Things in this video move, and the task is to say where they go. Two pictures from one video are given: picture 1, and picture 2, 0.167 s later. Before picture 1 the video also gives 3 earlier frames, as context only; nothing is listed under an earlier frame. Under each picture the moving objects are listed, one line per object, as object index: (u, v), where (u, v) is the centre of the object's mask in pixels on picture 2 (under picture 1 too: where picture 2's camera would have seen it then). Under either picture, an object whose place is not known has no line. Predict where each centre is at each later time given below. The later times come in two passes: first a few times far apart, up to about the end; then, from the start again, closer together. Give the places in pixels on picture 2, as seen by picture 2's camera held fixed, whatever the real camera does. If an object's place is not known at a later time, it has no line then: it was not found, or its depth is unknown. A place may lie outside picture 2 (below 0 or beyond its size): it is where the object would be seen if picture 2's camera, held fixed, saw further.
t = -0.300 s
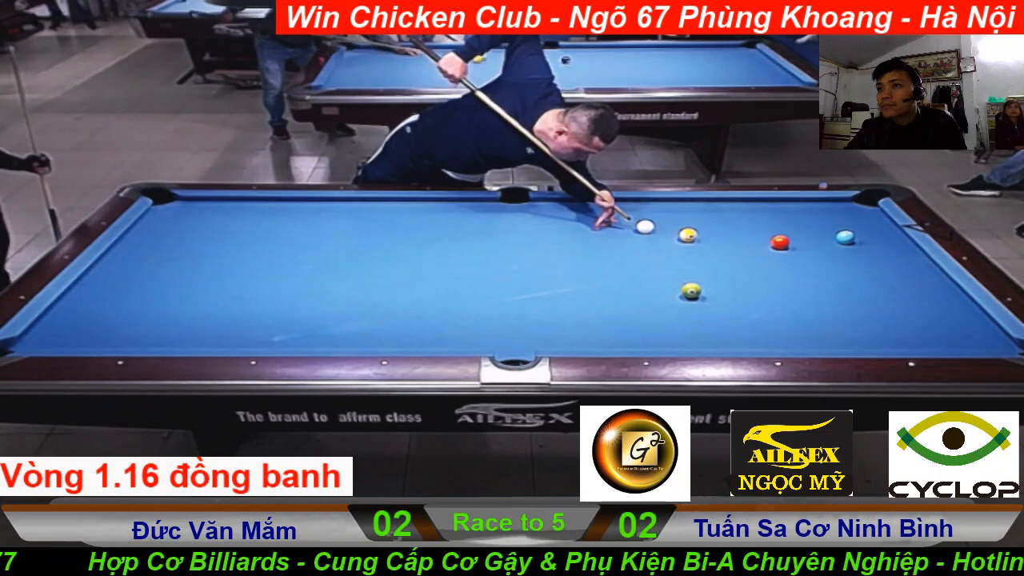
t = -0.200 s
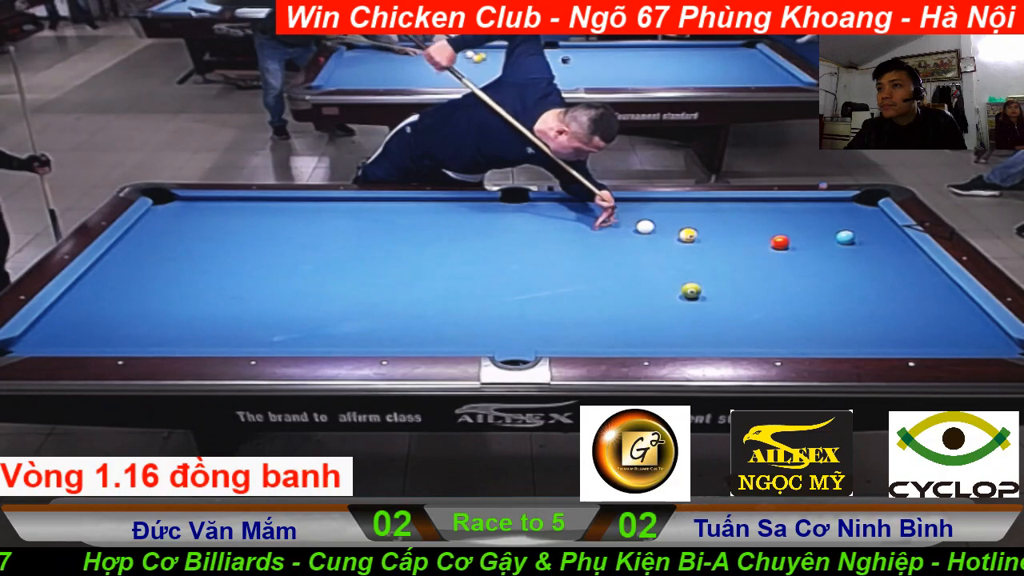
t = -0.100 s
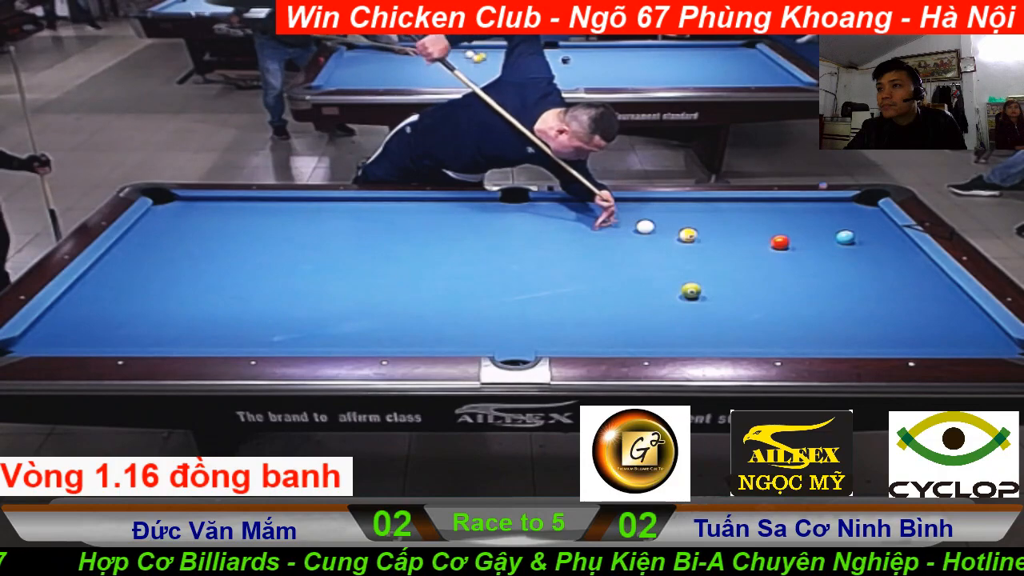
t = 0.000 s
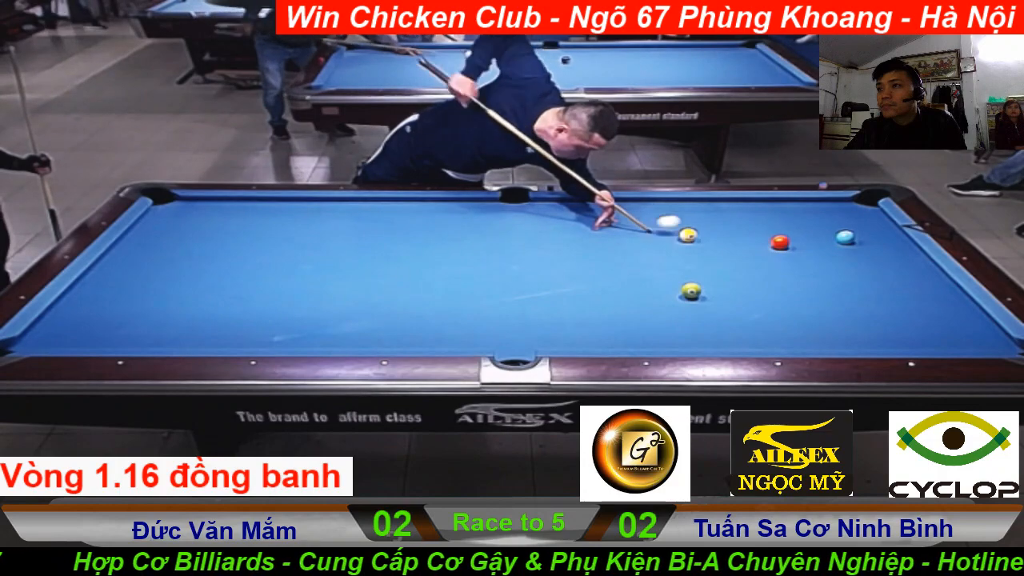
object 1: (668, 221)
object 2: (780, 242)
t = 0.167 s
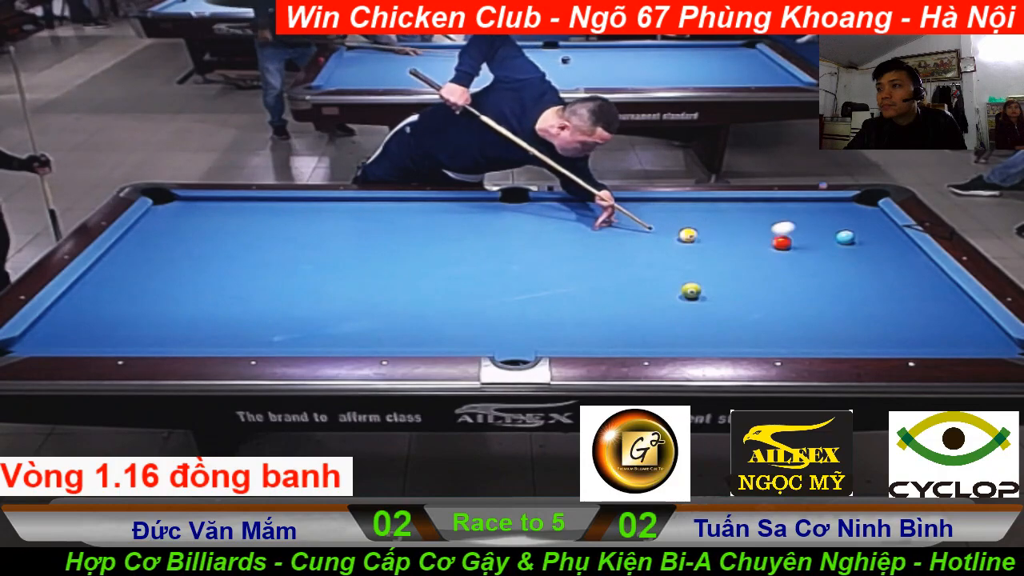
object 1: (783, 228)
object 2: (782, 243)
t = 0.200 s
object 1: (801, 224)
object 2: (787, 243)
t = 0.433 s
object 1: (923, 255)
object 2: (824, 246)
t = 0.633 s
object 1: (902, 267)
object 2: (856, 250)
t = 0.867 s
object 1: (895, 277)
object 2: (892, 254)
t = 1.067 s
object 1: (901, 286)
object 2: (920, 257)
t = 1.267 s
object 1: (907, 294)
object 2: (907, 259)
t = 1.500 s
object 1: (914, 303)
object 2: (892, 260)
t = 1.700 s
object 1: (920, 311)
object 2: (880, 262)
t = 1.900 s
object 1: (926, 318)
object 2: (870, 264)
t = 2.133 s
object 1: (933, 327)
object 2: (859, 265)
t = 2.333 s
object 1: (938, 333)
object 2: (851, 266)
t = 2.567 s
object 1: (945, 340)
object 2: (841, 267)
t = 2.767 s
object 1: (950, 344)
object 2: (834, 268)
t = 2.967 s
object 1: (947, 343)
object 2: (828, 269)
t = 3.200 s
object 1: (945, 341)
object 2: (822, 270)
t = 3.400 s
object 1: (943, 340)
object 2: (819, 270)
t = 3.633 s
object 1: (941, 339)
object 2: (816, 271)
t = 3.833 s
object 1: (940, 338)
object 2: (815, 271)
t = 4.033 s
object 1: (939, 338)
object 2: (814, 271)
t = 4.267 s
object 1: (939, 338)
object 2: (814, 271)
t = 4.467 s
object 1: (939, 338)
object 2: (815, 271)
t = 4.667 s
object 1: (939, 338)
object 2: (815, 271)
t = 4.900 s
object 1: (939, 338)
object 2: (814, 271)
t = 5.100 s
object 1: (939, 338)
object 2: (814, 271)
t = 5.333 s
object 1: (939, 338)
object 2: (814, 271)
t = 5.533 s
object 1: (939, 338)
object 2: (814, 271)
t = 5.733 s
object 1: (939, 338)
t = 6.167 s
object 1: (939, 338)
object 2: (814, 271)
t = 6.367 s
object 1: (938, 337)
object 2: (814, 271)
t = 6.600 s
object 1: (939, 338)
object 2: (814, 271)
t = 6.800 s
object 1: (939, 338)
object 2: (814, 271)
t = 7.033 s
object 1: (939, 338)
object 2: (814, 271)
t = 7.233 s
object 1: (939, 338)
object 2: (814, 271)
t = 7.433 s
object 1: (939, 338)
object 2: (814, 271)
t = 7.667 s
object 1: (939, 338)
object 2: (814, 271)
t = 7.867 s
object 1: (939, 338)
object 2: (814, 271)
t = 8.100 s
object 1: (939, 338)
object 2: (814, 271)
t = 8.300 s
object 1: (939, 338)
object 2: (814, 271)
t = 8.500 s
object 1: (939, 338)
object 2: (814, 271)
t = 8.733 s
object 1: (939, 338)
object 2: (814, 271)
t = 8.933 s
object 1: (939, 338)
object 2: (815, 271)
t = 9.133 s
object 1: (939, 338)
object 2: (814, 271)
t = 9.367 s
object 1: (939, 338)
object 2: (814, 271)
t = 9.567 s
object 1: (939, 338)
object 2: (814, 271)
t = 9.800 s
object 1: (939, 338)
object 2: (814, 271)
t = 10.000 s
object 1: (939, 338)
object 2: (814, 271)
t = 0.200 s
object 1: (801, 224)
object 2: (787, 243)
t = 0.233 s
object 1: (820, 223)
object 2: (792, 243)
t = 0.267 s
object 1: (838, 224)
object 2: (797, 244)
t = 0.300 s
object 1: (856, 228)
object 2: (803, 244)
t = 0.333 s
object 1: (873, 234)
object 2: (808, 245)
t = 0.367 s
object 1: (889, 243)
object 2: (814, 245)
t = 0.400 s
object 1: (906, 254)
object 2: (819, 246)
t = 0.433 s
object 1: (923, 255)
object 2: (824, 246)
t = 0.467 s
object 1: (924, 251)
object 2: (829, 247)
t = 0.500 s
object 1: (921, 249)
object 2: (835, 248)
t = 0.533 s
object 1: (917, 250)
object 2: (841, 248)
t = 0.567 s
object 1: (913, 253)
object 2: (846, 249)
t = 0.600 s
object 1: (907, 258)
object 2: (851, 250)
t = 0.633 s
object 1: (902, 267)
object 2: (856, 250)
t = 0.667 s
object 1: (900, 266)
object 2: (861, 251)
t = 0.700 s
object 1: (899, 266)
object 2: (866, 251)
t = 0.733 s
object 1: (897, 269)
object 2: (871, 252)
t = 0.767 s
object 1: (895, 273)
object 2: (876, 252)
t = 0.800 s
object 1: (894, 274)
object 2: (882, 253)
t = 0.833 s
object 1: (894, 276)
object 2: (887, 253)
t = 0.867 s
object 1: (895, 277)
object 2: (892, 254)
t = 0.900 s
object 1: (895, 279)
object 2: (897, 254)
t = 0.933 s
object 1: (896, 280)
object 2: (902, 255)
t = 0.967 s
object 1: (897, 282)
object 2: (907, 255)
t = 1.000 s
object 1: (898, 283)
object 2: (912, 256)
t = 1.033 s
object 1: (900, 284)
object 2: (917, 257)
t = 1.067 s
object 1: (901, 286)
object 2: (920, 257)
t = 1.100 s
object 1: (902, 287)
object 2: (918, 257)
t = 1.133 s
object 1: (903, 289)
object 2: (915, 258)
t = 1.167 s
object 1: (904, 290)
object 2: (913, 258)
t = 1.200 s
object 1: (905, 291)
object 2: (911, 258)
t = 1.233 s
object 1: (906, 293)
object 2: (909, 258)
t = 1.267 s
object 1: (907, 294)
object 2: (907, 259)
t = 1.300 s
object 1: (908, 295)
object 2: (904, 259)
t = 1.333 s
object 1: (909, 297)
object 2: (903, 259)
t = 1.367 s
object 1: (910, 298)
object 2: (900, 260)
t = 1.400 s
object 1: (911, 299)
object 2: (899, 260)
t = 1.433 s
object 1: (912, 300)
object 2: (896, 260)
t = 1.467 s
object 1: (913, 302)
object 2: (894, 260)
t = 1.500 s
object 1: (914, 303)
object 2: (892, 260)
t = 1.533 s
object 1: (915, 304)
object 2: (890, 261)
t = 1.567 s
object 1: (916, 306)
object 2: (888, 261)
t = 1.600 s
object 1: (917, 307)
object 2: (886, 261)
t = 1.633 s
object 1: (918, 308)
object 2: (884, 261)
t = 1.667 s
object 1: (919, 310)
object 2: (882, 261)
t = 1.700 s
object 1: (920, 311)
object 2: (880, 262)
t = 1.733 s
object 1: (922, 312)
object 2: (879, 262)
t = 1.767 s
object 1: (922, 313)
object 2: (877, 262)
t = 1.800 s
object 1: (924, 315)
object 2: (876, 263)
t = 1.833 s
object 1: (925, 316)
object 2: (874, 263)
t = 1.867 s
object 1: (925, 317)
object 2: (872, 263)
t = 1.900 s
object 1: (926, 318)
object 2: (870, 264)
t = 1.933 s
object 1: (927, 319)
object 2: (869, 264)
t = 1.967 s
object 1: (928, 321)
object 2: (867, 264)
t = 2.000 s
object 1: (929, 322)
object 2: (865, 264)
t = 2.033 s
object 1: (930, 323)
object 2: (864, 264)
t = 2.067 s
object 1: (931, 324)
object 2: (862, 264)
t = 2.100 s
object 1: (932, 325)
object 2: (861, 265)
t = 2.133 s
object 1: (933, 327)
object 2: (859, 265)
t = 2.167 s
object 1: (934, 328)
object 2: (858, 265)
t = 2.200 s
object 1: (935, 329)
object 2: (856, 265)
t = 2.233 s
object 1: (936, 330)
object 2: (855, 266)
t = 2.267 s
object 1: (937, 331)
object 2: (853, 266)
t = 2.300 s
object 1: (937, 332)
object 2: (852, 266)
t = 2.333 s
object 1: (938, 333)
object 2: (851, 266)
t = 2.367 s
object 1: (939, 334)
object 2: (849, 266)
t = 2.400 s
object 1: (940, 335)
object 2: (848, 267)
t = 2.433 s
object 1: (942, 338)
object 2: (845, 267)
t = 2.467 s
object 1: (942, 338)
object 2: (845, 267)
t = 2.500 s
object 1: (943, 338)
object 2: (844, 267)
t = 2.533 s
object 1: (944, 340)
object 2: (843, 267)
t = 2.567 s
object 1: (945, 340)
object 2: (841, 267)
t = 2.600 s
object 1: (945, 341)
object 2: (840, 268)
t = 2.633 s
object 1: (946, 341)
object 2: (839, 268)
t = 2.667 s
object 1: (947, 342)
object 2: (838, 268)
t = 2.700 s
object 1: (948, 343)
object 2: (837, 268)
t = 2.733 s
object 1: (949, 344)
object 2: (836, 268)
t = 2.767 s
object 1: (950, 344)
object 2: (834, 268)
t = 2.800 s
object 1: (950, 345)
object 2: (833, 268)
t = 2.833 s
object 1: (950, 344)
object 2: (832, 269)
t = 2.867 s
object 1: (949, 344)
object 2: (831, 268)
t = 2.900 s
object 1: (949, 344)
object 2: (830, 269)
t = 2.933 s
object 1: (947, 343)
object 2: (828, 269)
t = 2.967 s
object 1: (947, 343)
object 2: (828, 269)
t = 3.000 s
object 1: (947, 343)
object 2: (827, 269)
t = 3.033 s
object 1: (947, 342)
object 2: (826, 269)
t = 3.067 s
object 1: (946, 342)
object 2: (826, 269)
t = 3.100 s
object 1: (946, 342)
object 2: (825, 269)
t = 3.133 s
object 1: (946, 341)
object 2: (824, 270)
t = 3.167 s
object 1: (945, 341)
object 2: (823, 270)
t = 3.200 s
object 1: (945, 341)
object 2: (822, 270)
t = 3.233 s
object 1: (945, 341)
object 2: (822, 270)
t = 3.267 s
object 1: (944, 341)
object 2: (821, 270)
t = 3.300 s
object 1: (944, 341)
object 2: (821, 270)
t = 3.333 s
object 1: (944, 340)
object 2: (820, 270)
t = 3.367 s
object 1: (943, 340)
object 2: (820, 270)
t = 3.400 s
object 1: (943, 340)
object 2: (819, 270)
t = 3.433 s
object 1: (943, 340)
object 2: (818, 270)
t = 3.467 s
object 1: (943, 340)
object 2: (818, 270)
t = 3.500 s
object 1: (942, 340)
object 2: (817, 270)
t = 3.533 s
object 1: (942, 340)
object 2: (817, 271)
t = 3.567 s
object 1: (942, 339)
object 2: (817, 271)
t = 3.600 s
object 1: (941, 339)
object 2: (817, 271)
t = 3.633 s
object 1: (941, 339)
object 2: (816, 271)
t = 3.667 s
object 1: (941, 339)
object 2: (816, 271)
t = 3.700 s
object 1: (941, 339)
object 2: (816, 271)
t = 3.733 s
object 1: (941, 339)
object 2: (815, 271)
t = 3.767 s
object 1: (940, 339)
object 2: (815, 271)
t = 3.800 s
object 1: (940, 339)
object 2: (815, 271)
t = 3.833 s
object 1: (940, 338)
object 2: (815, 271)
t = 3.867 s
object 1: (940, 338)
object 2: (815, 271)
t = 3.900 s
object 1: (940, 338)
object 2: (815, 271)
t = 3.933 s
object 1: (940, 338)
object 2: (815, 271)
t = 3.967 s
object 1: (940, 338)
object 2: (815, 271)
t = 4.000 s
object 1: (939, 338)
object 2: (815, 271)
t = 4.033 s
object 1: (939, 338)
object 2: (814, 271)
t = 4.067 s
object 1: (939, 338)
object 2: (814, 271)
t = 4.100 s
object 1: (939, 338)
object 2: (814, 271)
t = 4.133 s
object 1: (939, 338)
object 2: (815, 271)
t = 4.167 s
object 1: (939, 338)
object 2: (815, 271)
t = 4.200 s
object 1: (939, 338)
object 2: (815, 271)
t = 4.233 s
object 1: (939, 338)
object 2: (815, 271)
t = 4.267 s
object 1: (939, 338)
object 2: (814, 271)
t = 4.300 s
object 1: (939, 338)
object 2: (815, 271)
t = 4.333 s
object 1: (939, 338)
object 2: (815, 271)
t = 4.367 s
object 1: (939, 338)
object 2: (815, 271)
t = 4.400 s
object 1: (939, 338)
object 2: (815, 271)
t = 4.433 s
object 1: (939, 338)
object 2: (815, 271)
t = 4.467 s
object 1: (939, 338)
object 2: (815, 271)
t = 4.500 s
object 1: (939, 338)
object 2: (815, 271)
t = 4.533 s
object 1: (939, 338)
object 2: (815, 271)
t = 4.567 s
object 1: (939, 338)
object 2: (815, 271)
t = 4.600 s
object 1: (939, 338)
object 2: (815, 271)
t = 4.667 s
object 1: (939, 338)
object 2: (815, 271)
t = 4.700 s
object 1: (939, 338)
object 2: (815, 271)
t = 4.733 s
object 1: (939, 338)
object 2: (814, 271)
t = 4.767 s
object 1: (939, 338)
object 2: (814, 271)
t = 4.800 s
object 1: (939, 338)
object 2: (814, 271)
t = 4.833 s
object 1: (939, 338)
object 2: (814, 271)
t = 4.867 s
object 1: (939, 338)
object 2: (814, 271)
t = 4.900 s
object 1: (939, 338)
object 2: (814, 271)
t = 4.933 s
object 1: (939, 338)
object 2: (814, 271)
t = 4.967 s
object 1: (939, 338)
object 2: (814, 271)
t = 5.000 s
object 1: (939, 338)
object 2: (814, 271)
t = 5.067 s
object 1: (939, 338)
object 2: (814, 271)
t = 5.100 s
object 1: (939, 338)
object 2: (814, 271)
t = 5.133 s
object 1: (939, 338)
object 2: (814, 271)
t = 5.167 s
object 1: (939, 338)
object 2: (814, 271)
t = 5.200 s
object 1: (939, 338)
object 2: (814, 271)
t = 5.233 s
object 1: (939, 338)
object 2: (814, 271)
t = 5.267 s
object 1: (939, 338)
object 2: (814, 271)
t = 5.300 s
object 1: (939, 338)
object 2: (814, 271)
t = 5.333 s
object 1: (939, 338)
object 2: (814, 271)
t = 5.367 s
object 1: (939, 338)
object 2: (814, 271)
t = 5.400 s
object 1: (939, 338)
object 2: (814, 271)
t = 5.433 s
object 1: (939, 338)
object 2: (814, 271)
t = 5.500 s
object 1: (939, 338)
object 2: (814, 271)
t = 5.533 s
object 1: (939, 338)
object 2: (814, 271)
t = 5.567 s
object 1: (939, 338)
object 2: (814, 271)
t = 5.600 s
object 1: (941, 339)
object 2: (814, 271)
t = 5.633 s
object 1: (936, 336)
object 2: (814, 271)
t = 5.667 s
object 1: (939, 338)
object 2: (818, 269)
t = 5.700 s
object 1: (939, 338)
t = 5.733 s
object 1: (939, 338)
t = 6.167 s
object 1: (939, 338)
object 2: (814, 271)
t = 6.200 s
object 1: (939, 337)
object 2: (814, 271)
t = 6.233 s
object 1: (939, 335)
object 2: (814, 271)
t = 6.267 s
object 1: (938, 334)
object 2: (814, 271)
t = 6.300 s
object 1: (938, 335)
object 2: (814, 271)
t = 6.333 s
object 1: (937, 335)
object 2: (814, 271)
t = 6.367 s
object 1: (938, 337)
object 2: (814, 271)
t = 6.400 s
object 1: (939, 338)
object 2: (814, 271)
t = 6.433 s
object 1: (939, 338)
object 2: (814, 271)
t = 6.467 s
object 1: (939, 338)
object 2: (814, 271)
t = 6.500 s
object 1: (939, 338)
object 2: (814, 271)
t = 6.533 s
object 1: (939, 338)
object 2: (814, 271)
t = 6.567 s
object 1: (939, 338)
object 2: (814, 271)
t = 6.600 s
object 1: (939, 338)
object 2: (814, 271)
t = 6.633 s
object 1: (939, 338)
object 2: (814, 271)
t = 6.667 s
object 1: (939, 338)
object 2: (814, 271)
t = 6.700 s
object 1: (939, 338)
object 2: (814, 271)
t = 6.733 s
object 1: (939, 338)
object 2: (814, 271)
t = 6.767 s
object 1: (939, 338)
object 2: (814, 271)
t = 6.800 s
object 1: (939, 338)
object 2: (814, 271)
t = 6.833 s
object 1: (939, 338)
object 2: (814, 271)
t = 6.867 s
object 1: (939, 338)
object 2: (814, 271)
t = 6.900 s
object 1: (939, 338)
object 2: (814, 271)
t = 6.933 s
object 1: (939, 338)
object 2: (814, 271)
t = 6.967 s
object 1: (939, 338)
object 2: (814, 271)
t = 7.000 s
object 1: (939, 338)
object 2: (814, 271)
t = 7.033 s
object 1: (939, 338)
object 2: (814, 271)
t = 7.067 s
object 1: (939, 338)
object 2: (814, 271)
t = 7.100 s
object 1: (939, 338)
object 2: (814, 271)
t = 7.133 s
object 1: (939, 338)
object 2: (814, 271)
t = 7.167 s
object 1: (939, 338)
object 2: (814, 271)
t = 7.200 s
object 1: (939, 338)
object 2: (814, 271)
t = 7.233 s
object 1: (939, 338)
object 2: (814, 271)
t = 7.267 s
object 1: (939, 338)
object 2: (814, 271)
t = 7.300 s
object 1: (939, 338)
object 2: (814, 271)
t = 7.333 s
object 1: (939, 338)
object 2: (814, 271)
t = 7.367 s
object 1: (939, 338)
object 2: (814, 271)
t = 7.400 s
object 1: (939, 338)
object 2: (814, 271)
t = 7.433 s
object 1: (939, 338)
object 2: (814, 271)
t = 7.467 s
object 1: (939, 338)
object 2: (814, 271)
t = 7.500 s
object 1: (939, 338)
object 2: (814, 271)
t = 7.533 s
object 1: (939, 338)
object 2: (814, 271)
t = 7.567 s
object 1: (939, 338)
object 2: (814, 271)
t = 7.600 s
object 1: (939, 338)
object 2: (815, 271)
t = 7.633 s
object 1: (939, 338)
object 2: (814, 271)
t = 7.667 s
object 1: (939, 338)
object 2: (814, 271)
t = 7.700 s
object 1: (939, 338)
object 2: (814, 271)
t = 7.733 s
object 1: (939, 338)
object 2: (814, 271)
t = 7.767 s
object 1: (939, 338)
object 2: (814, 271)
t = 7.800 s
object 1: (939, 338)
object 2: (814, 271)
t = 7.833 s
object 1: (939, 338)
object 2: (814, 271)
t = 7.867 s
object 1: (939, 338)
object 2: (814, 271)
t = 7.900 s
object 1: (939, 338)
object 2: (814, 271)
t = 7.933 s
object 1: (939, 338)
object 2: (814, 271)
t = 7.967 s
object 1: (939, 338)
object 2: (814, 271)
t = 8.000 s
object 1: (939, 338)
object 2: (814, 271)
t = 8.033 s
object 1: (939, 338)
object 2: (814, 271)
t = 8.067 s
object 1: (939, 338)
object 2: (814, 271)
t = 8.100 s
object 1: (939, 338)
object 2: (814, 271)
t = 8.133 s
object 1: (939, 338)
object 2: (814, 271)
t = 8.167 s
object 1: (939, 338)
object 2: (814, 271)
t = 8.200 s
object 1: (939, 338)
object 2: (814, 271)
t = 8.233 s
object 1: (939, 338)
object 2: (814, 271)
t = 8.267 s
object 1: (939, 338)
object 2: (814, 271)
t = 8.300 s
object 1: (939, 338)
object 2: (814, 271)
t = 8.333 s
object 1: (939, 338)
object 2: (814, 271)
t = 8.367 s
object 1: (939, 338)
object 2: (814, 271)
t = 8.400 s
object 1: (939, 338)
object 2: (814, 271)
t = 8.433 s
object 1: (939, 338)
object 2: (814, 271)
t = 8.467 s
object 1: (939, 338)
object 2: (814, 271)
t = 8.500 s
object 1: (939, 338)
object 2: (814, 271)
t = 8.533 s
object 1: (939, 338)
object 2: (814, 271)
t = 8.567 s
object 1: (939, 338)
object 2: (814, 271)
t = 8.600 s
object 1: (939, 338)
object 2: (814, 271)
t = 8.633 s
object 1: (939, 338)
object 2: (814, 271)
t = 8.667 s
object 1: (939, 338)
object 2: (814, 271)
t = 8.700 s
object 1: (939, 338)
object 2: (814, 271)
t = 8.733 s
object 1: (939, 338)
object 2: (814, 271)
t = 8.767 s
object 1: (939, 338)
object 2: (814, 271)
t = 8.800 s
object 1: (939, 338)
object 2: (814, 271)
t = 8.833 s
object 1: (939, 338)
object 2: (814, 271)
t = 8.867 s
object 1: (939, 338)
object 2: (814, 271)
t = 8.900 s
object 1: (939, 338)
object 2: (814, 271)
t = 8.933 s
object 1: (939, 338)
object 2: (815, 271)
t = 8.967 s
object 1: (939, 338)
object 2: (814, 271)
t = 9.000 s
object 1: (939, 338)
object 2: (814, 271)
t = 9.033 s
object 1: (939, 338)
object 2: (814, 271)
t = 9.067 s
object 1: (939, 338)
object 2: (814, 271)
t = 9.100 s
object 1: (939, 338)
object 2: (814, 271)
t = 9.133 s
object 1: (939, 338)
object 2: (814, 271)
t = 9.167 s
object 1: (939, 338)
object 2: (814, 271)
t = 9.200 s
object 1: (939, 338)
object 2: (814, 271)
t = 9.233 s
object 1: (939, 338)
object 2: (814, 271)
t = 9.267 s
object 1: (939, 338)
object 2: (814, 271)
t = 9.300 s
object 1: (939, 338)
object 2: (814, 271)
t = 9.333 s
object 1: (939, 338)
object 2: (814, 271)
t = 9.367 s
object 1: (939, 338)
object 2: (814, 271)
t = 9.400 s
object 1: (939, 338)
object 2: (814, 271)
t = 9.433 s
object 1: (939, 338)
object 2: (814, 271)
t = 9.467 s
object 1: (939, 338)
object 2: (814, 271)
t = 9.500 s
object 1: (939, 338)
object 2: (814, 271)
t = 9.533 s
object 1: (939, 338)
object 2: (814, 271)
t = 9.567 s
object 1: (939, 338)
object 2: (814, 271)
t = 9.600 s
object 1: (939, 338)
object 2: (814, 271)
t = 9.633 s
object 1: (939, 338)
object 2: (814, 271)
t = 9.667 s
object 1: (939, 338)
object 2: (814, 271)
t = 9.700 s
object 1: (939, 338)
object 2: (814, 271)
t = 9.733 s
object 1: (939, 338)
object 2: (814, 271)
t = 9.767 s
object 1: (939, 338)
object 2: (814, 271)
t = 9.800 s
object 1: (939, 338)
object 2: (814, 271)
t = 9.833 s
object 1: (939, 338)
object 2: (814, 271)
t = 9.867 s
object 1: (939, 338)
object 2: (814, 271)
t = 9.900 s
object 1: (939, 338)
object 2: (814, 271)
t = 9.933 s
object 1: (939, 338)
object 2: (814, 271)
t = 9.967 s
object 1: (939, 338)
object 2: (814, 271)
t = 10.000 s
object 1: (939, 338)
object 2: (814, 271)
